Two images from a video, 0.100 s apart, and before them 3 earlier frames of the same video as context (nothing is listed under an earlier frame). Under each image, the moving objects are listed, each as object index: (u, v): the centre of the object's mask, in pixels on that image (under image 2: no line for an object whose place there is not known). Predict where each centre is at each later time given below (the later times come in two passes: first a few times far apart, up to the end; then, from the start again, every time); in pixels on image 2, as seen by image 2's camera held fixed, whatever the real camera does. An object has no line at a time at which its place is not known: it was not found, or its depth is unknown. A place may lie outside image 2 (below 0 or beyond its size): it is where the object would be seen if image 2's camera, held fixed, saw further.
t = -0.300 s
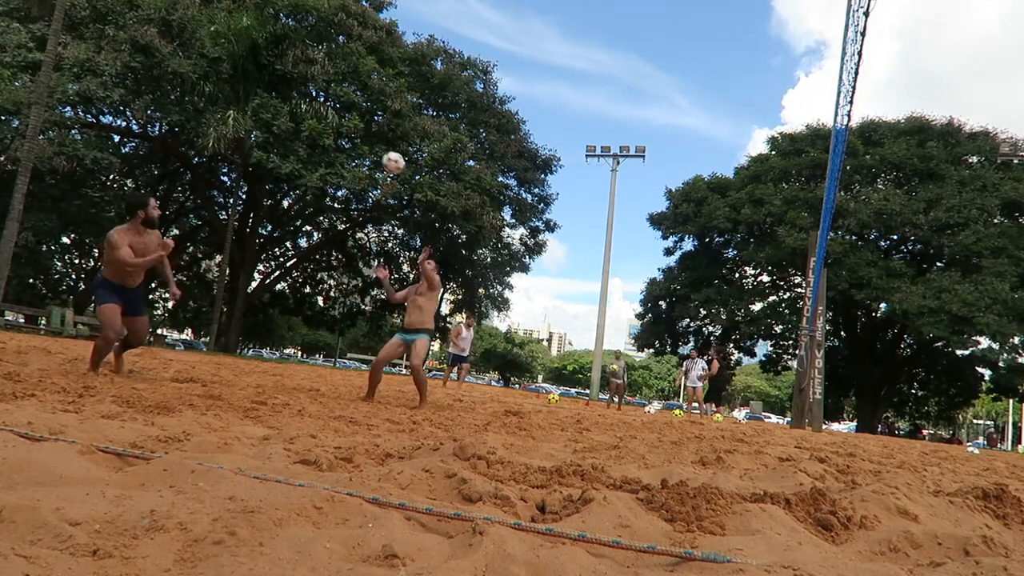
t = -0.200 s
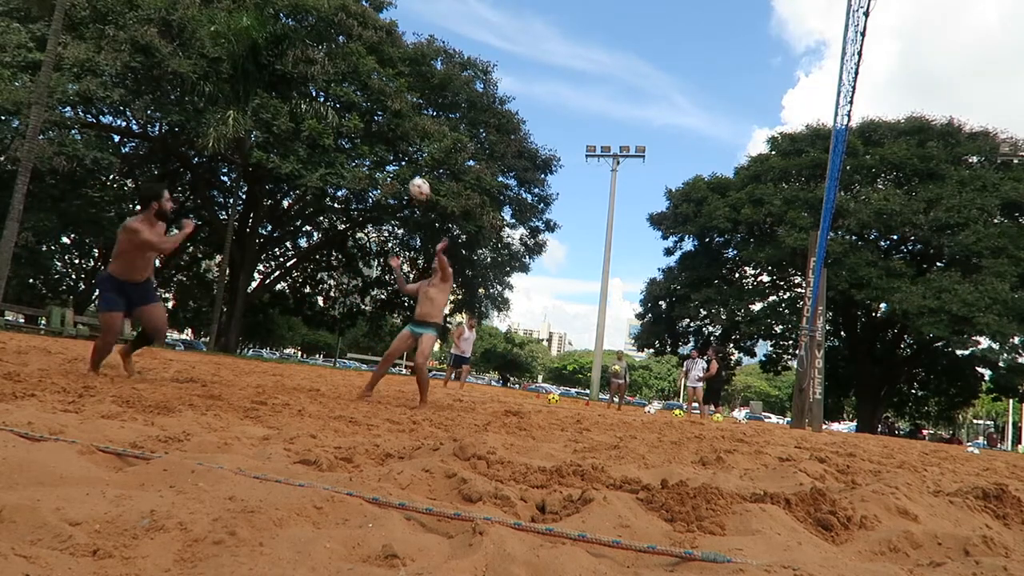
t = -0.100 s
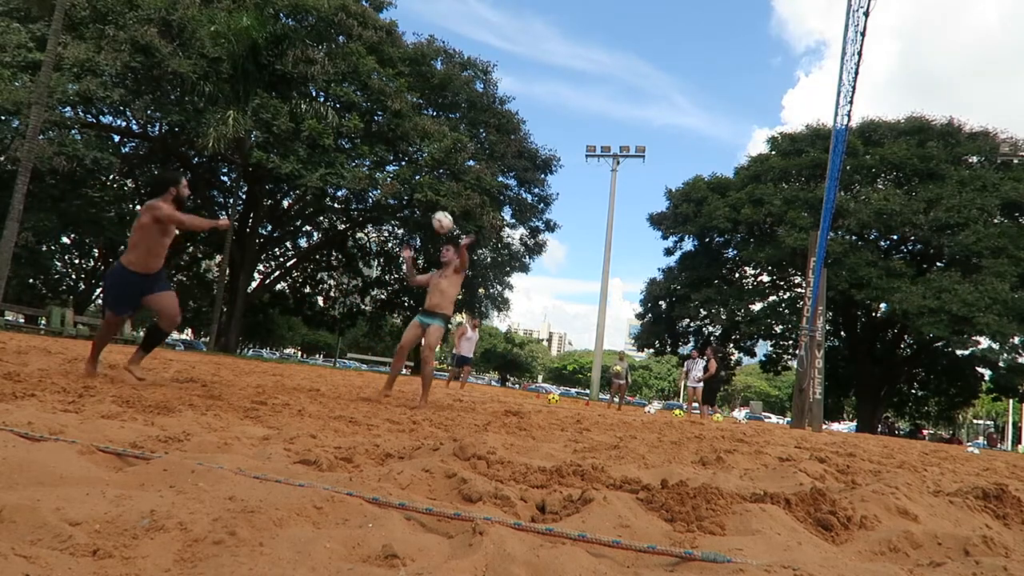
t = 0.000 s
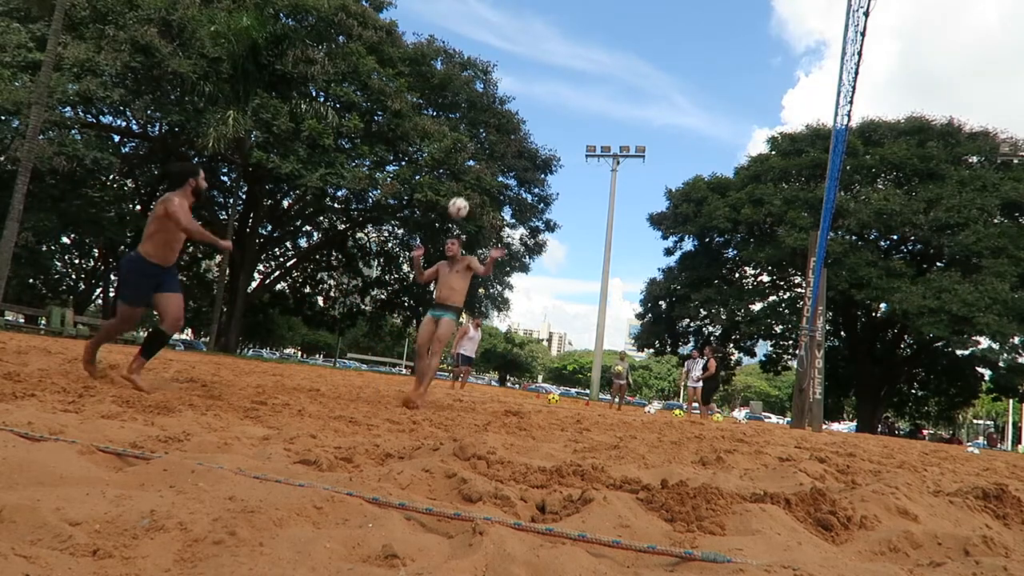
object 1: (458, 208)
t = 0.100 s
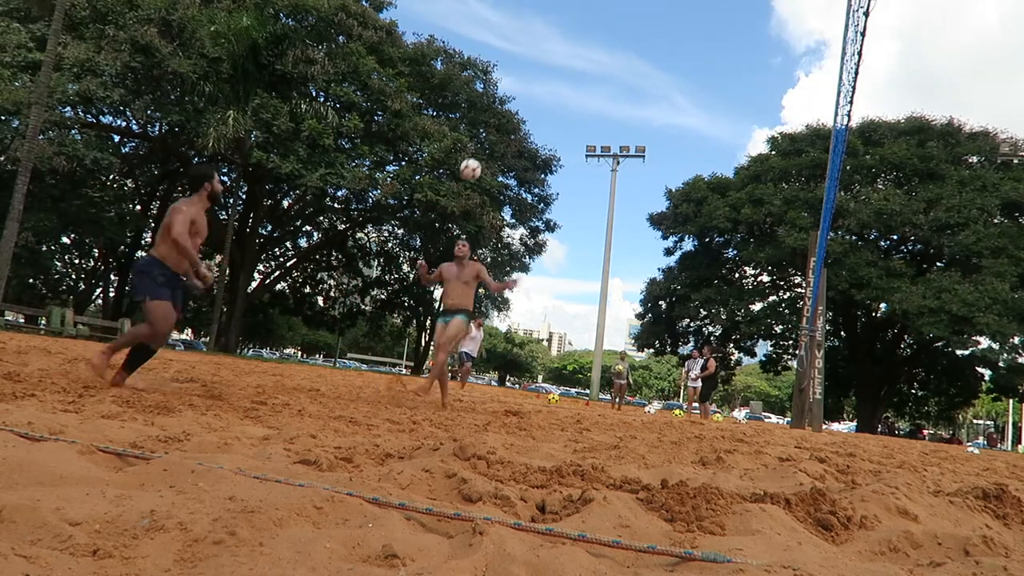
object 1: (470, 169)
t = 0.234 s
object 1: (486, 129)
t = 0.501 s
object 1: (516, 88)
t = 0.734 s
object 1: (541, 110)
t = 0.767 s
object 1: (545, 119)
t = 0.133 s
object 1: (474, 158)
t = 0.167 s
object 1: (478, 148)
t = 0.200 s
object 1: (482, 137)
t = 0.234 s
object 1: (486, 129)
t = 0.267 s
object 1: (490, 120)
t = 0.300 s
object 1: (494, 113)
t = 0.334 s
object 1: (498, 106)
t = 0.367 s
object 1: (501, 102)
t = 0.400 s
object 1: (505, 97)
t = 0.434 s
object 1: (509, 92)
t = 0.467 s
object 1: (512, 90)
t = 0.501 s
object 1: (516, 88)
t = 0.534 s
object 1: (520, 87)
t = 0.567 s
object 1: (523, 88)
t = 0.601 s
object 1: (527, 90)
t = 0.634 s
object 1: (531, 93)
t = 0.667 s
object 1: (534, 97)
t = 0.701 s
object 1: (538, 103)
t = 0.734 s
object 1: (541, 110)
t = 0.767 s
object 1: (545, 119)
